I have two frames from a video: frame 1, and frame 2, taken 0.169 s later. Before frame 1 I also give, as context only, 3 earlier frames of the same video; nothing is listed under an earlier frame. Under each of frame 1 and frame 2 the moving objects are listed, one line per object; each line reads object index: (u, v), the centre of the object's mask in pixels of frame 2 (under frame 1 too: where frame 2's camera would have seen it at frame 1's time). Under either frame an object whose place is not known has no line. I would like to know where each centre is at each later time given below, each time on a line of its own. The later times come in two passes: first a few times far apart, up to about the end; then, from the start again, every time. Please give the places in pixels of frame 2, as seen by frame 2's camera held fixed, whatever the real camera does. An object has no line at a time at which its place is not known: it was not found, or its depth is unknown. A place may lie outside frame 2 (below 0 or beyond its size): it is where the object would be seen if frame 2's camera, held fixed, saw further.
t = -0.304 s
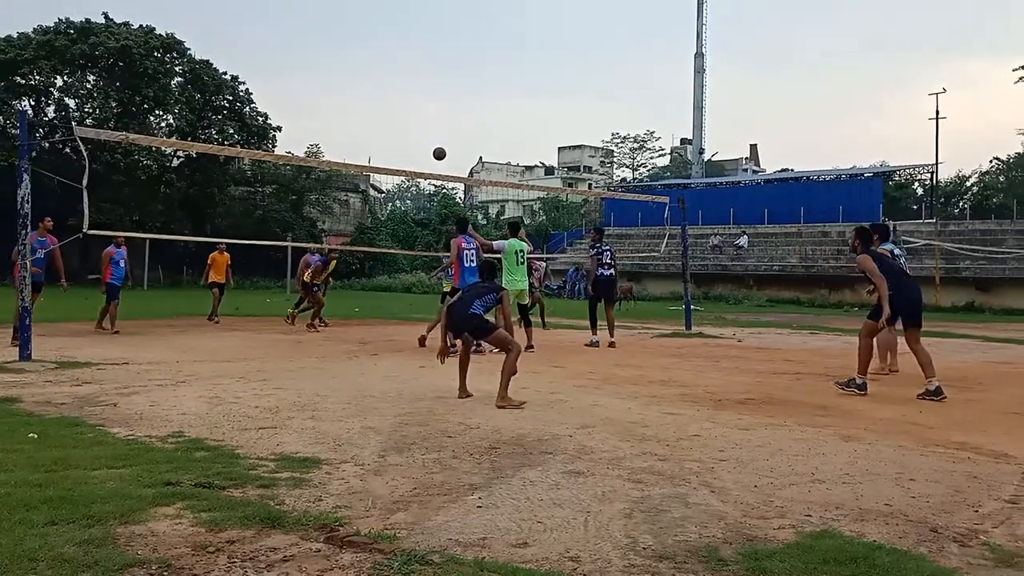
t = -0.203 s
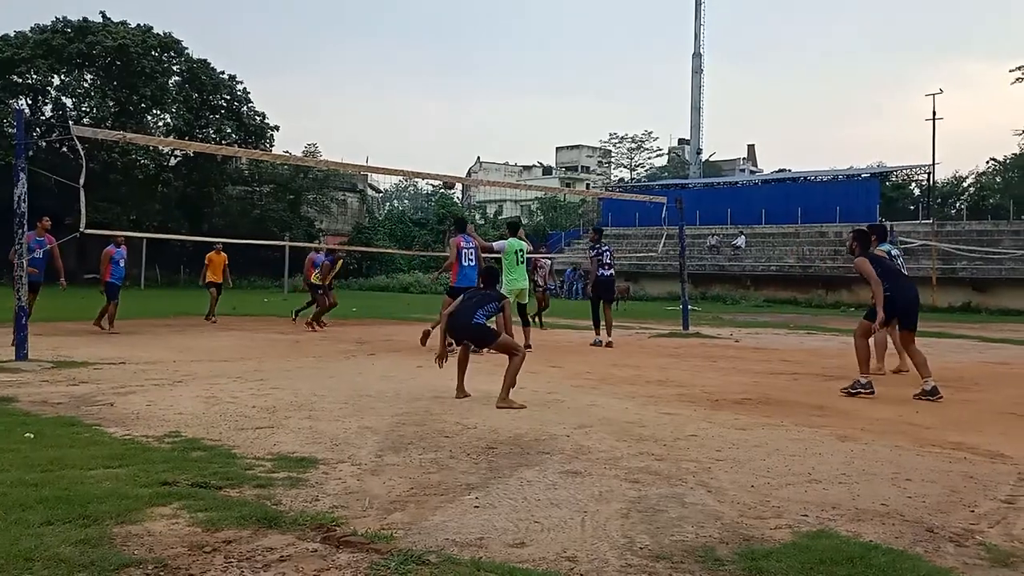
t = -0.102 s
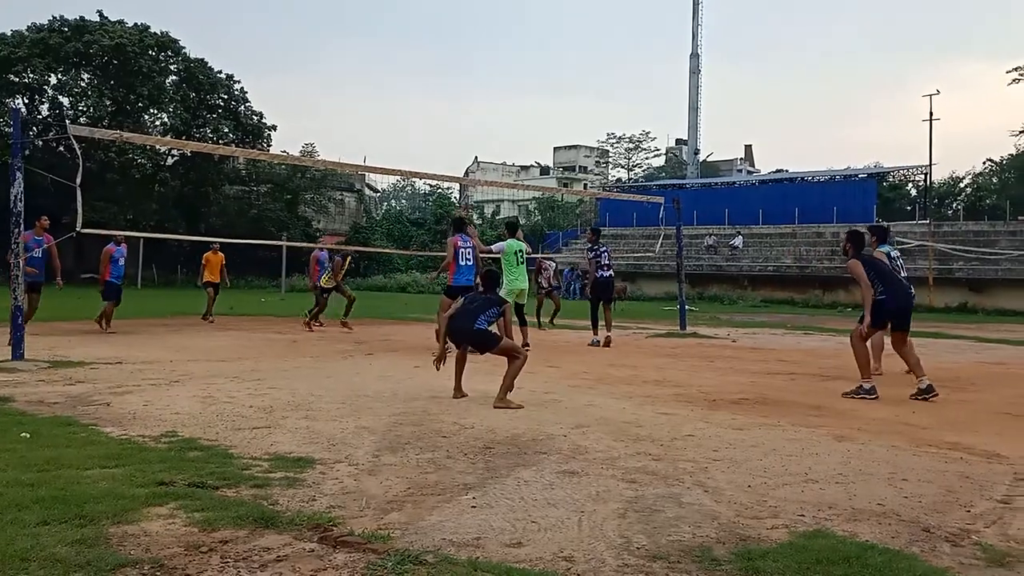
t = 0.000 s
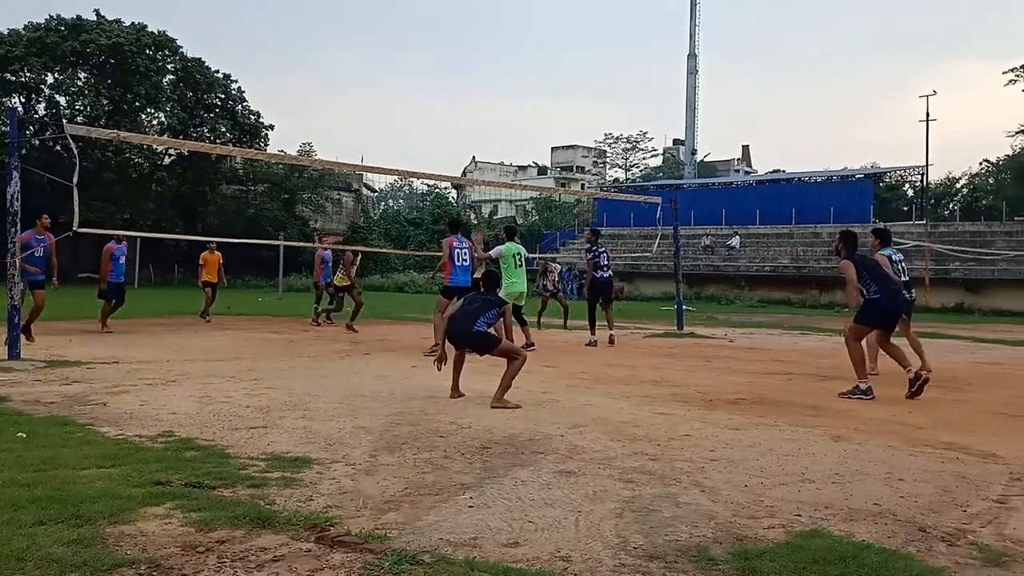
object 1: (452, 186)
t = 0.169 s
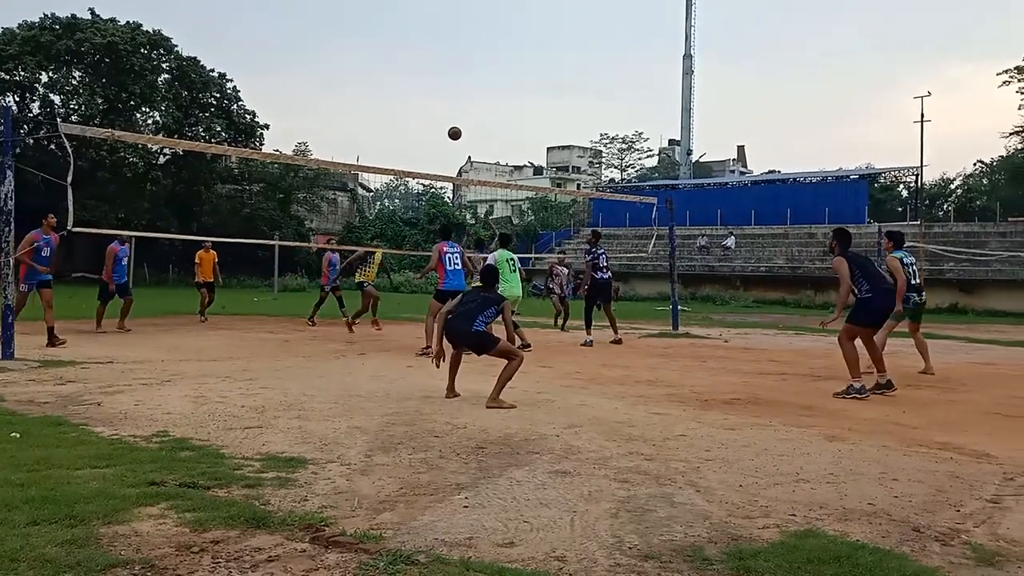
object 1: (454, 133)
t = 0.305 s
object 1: (455, 107)
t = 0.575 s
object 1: (456, 91)
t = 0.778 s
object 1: (456, 109)
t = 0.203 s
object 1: (454, 126)
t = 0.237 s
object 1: (455, 119)
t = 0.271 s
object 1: (455, 113)
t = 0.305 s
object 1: (455, 107)
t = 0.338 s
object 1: (455, 103)
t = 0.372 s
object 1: (456, 99)
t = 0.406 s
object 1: (456, 95)
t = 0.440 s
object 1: (456, 93)
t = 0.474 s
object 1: (456, 92)
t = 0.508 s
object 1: (456, 91)
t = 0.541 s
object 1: (456, 91)
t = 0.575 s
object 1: (456, 91)
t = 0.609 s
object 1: (456, 92)
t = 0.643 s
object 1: (456, 94)
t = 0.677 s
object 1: (456, 97)
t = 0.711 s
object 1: (456, 100)
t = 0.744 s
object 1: (456, 104)
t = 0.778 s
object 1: (456, 109)
